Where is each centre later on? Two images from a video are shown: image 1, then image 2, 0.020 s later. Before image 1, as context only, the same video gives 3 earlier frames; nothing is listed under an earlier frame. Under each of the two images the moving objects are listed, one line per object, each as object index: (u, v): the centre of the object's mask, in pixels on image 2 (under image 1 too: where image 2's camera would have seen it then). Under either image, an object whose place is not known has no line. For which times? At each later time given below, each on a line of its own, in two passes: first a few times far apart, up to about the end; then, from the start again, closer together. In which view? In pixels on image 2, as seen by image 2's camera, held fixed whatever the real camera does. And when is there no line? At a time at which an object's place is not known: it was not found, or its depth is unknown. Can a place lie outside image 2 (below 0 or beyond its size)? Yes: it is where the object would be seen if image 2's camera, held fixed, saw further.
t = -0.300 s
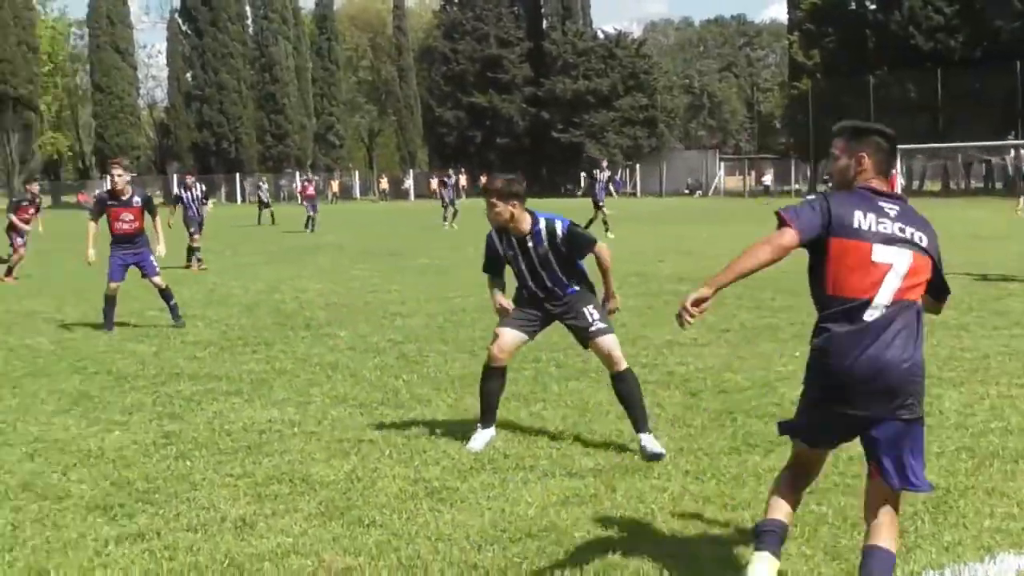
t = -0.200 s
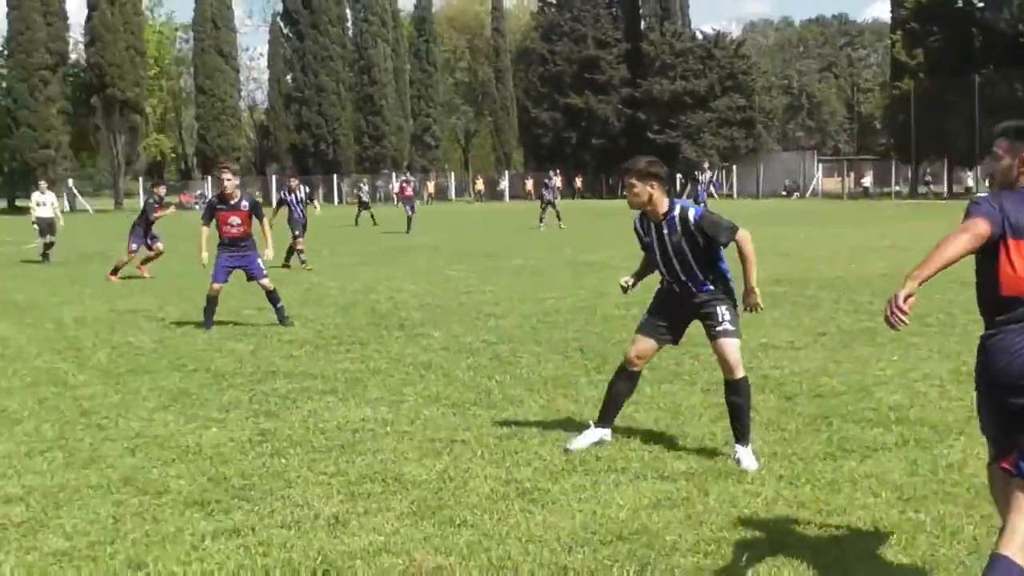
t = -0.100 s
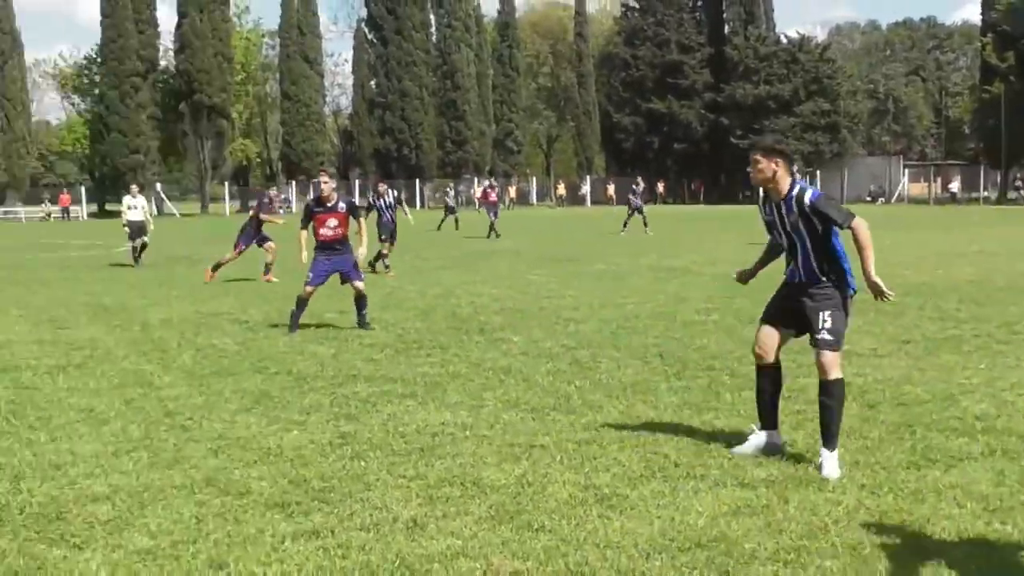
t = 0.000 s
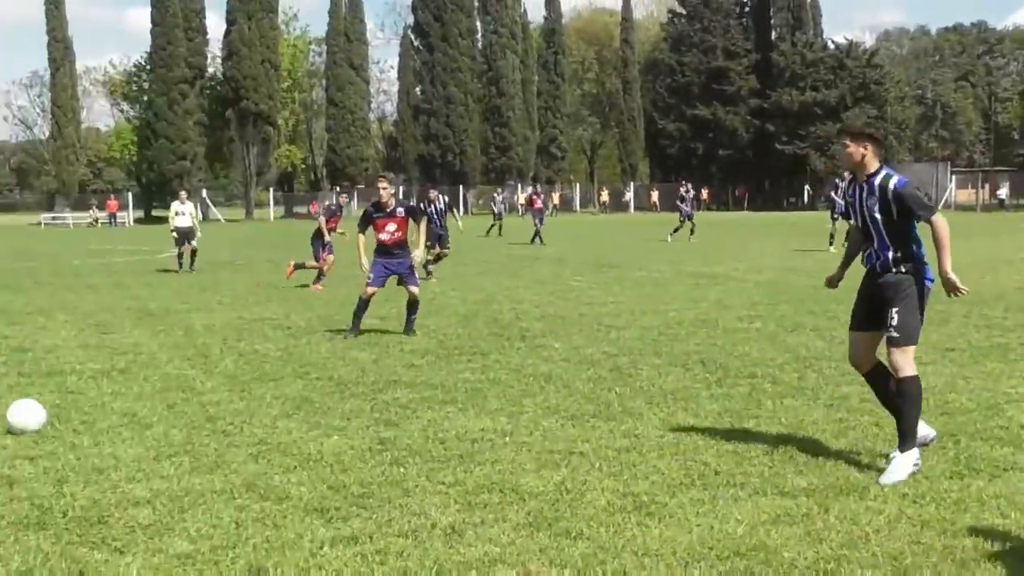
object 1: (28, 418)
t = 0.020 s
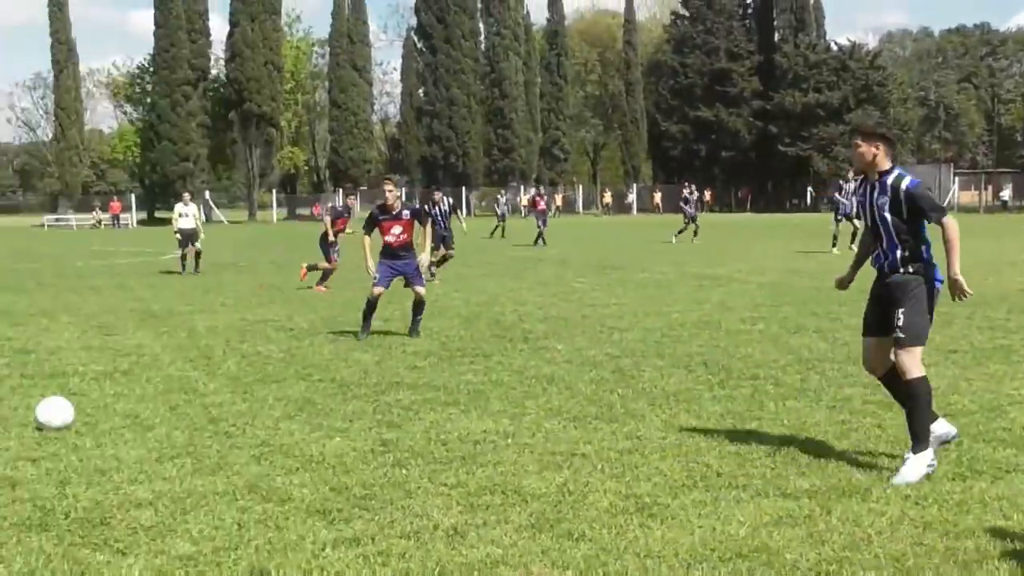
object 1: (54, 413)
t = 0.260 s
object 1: (265, 371)
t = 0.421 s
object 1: (346, 352)
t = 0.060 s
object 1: (102, 406)
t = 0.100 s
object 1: (143, 397)
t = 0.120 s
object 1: (161, 393)
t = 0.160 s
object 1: (194, 385)
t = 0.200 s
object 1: (225, 379)
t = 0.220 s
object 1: (239, 376)
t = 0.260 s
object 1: (265, 371)
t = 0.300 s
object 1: (289, 365)
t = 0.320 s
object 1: (299, 362)
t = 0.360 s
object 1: (320, 357)
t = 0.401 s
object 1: (337, 353)
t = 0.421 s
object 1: (346, 352)
